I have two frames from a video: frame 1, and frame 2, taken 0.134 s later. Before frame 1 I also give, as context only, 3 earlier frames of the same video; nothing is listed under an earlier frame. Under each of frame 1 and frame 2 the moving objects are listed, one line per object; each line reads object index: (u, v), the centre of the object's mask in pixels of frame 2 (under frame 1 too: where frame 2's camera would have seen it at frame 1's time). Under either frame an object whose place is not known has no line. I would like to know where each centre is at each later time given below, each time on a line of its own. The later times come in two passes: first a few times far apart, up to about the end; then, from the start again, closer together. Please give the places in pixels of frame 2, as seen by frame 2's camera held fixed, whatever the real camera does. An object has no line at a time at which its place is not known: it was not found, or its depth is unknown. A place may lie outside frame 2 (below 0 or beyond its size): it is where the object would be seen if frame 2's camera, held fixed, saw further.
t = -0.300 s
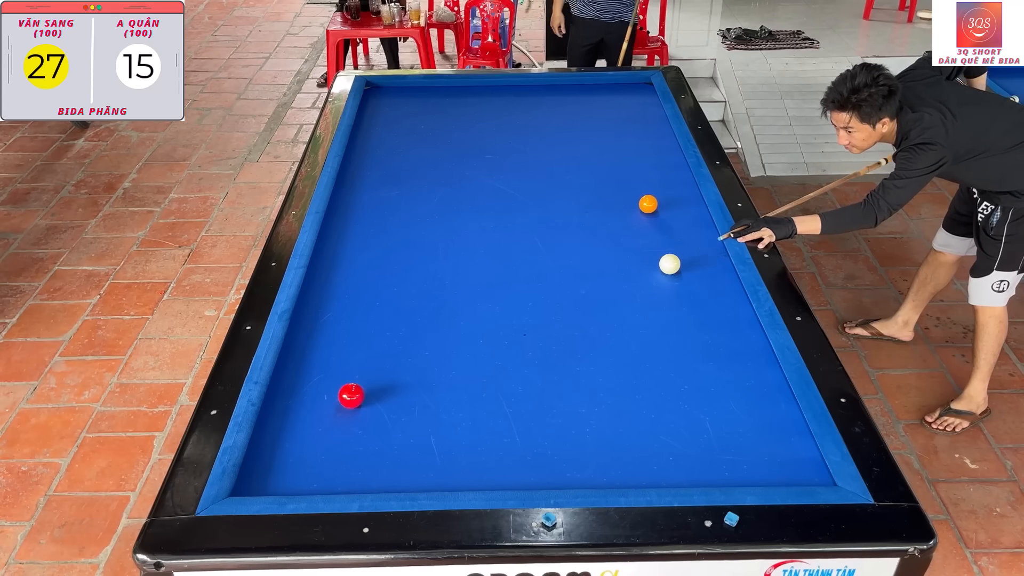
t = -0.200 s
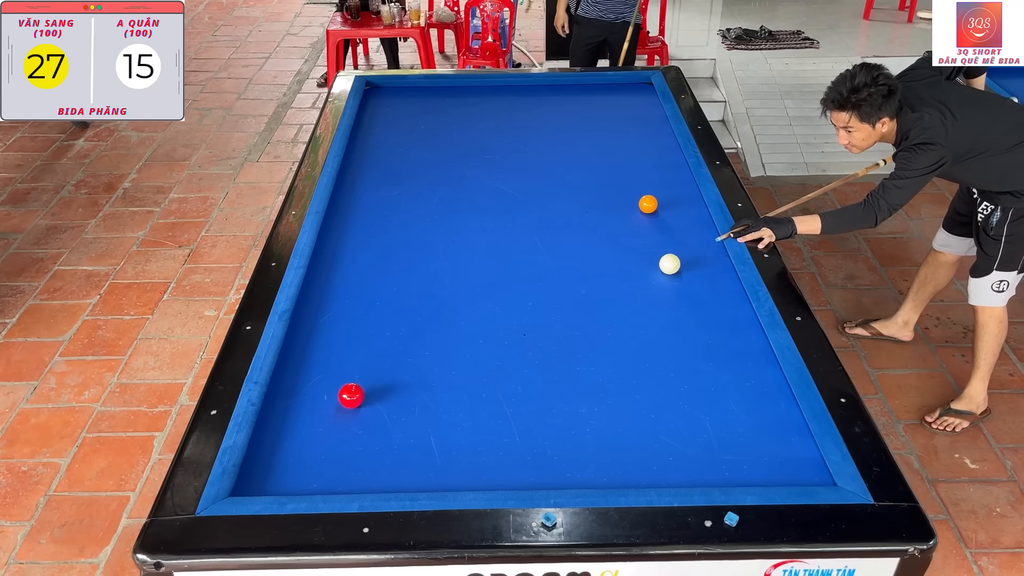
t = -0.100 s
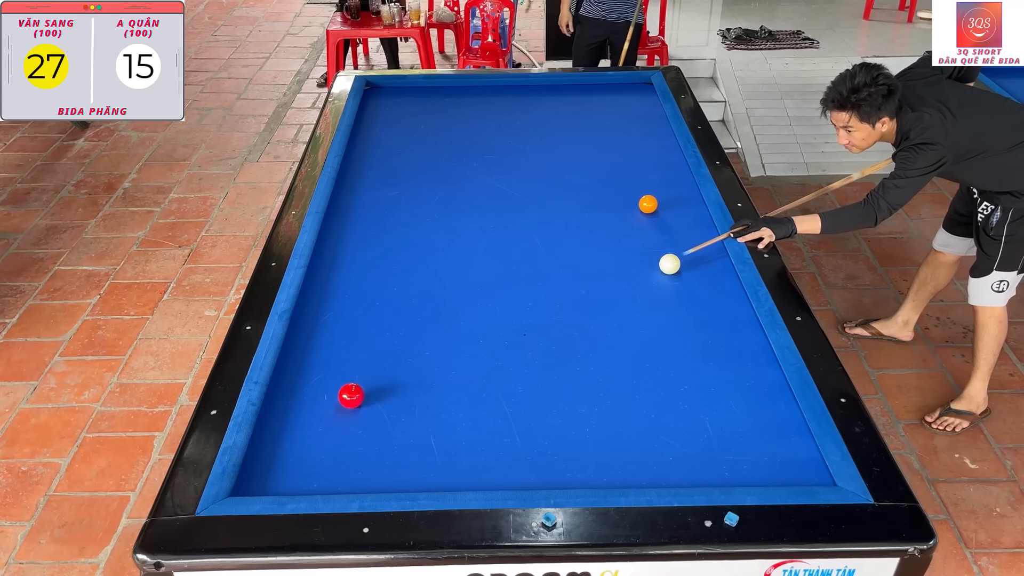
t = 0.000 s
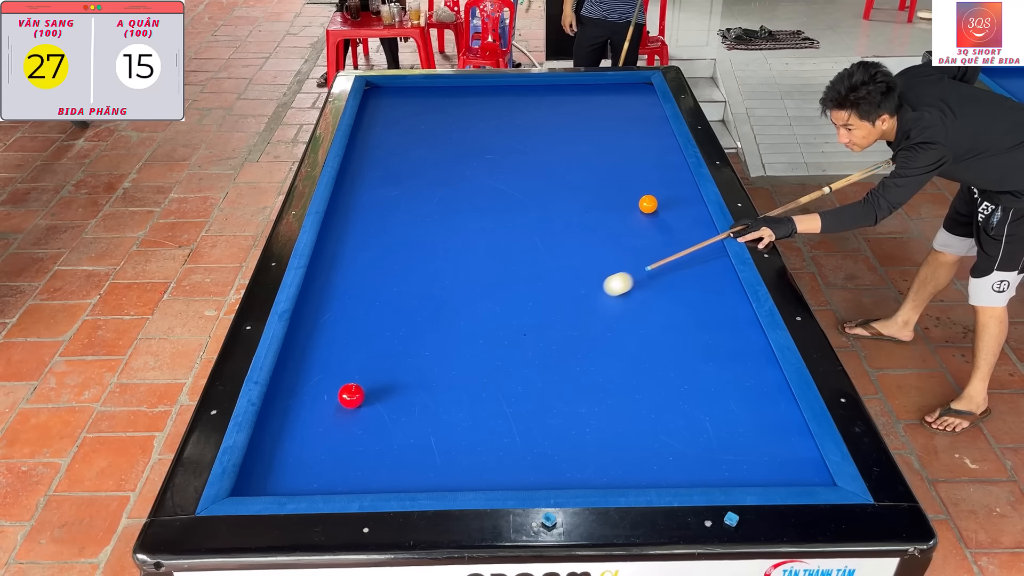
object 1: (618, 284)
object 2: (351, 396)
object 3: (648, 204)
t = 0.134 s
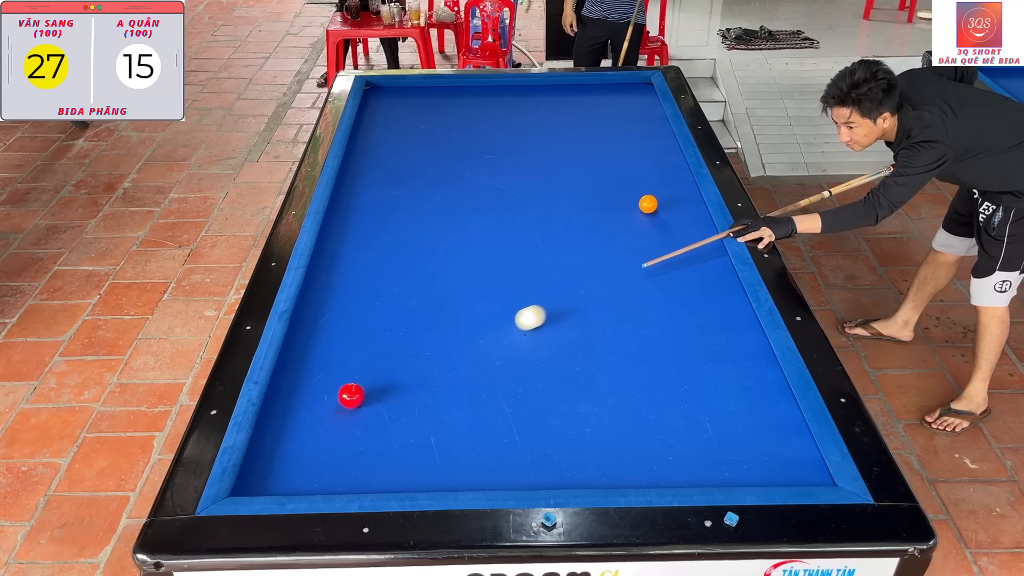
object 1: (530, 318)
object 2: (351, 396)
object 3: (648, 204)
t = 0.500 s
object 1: (311, 370)
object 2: (309, 446)
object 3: (648, 204)
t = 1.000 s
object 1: (412, 326)
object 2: (280, 409)
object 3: (648, 204)
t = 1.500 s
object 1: (502, 292)
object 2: (321, 343)
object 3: (648, 204)
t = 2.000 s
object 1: (580, 262)
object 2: (354, 290)
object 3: (648, 204)
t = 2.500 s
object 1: (649, 237)
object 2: (379, 248)
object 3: (648, 204)
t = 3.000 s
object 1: (696, 216)
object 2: (400, 213)
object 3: (648, 204)
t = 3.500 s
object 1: (664, 208)
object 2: (418, 184)
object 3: (644, 203)
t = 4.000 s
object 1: (658, 206)
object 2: (433, 160)
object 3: (624, 199)
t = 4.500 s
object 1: (655, 204)
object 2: (446, 139)
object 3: (606, 195)
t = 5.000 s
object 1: (654, 204)
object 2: (456, 121)
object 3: (592, 193)
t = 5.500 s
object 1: (654, 204)
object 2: (464, 106)
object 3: (581, 191)
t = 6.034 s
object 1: (654, 204)
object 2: (471, 92)
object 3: (574, 189)
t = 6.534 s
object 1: (654, 204)
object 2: (477, 85)
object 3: (571, 189)
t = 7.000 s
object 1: (654, 204)
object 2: (481, 90)
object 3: (570, 189)
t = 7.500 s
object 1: (654, 204)
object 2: (484, 95)
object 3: (570, 189)
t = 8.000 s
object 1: (654, 204)
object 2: (488, 100)
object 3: (570, 189)
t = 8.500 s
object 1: (654, 204)
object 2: (491, 104)
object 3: (570, 189)
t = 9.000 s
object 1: (654, 204)
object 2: (495, 106)
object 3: (570, 189)
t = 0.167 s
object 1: (508, 326)
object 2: (351, 396)
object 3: (648, 204)
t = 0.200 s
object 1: (485, 335)
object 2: (351, 396)
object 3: (648, 204)
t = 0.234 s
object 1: (462, 344)
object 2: (351, 396)
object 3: (648, 204)
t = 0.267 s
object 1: (439, 353)
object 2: (351, 396)
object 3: (648, 204)
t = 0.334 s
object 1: (392, 370)
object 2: (351, 396)
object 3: (648, 204)
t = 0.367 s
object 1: (369, 378)
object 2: (351, 396)
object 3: (648, 204)
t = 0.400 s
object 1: (352, 378)
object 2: (342, 407)
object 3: (648, 204)
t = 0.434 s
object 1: (338, 375)
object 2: (331, 420)
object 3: (648, 204)
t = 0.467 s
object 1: (325, 373)
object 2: (320, 433)
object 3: (648, 204)
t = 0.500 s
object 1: (311, 370)
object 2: (309, 446)
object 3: (648, 204)
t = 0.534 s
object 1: (297, 369)
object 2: (299, 459)
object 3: (648, 204)
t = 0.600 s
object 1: (299, 363)
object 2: (276, 484)
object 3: (648, 204)
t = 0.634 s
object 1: (312, 359)
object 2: (271, 485)
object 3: (648, 204)
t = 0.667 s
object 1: (325, 356)
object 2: (270, 476)
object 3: (648, 204)
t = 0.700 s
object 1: (336, 352)
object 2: (269, 467)
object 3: (648, 204)
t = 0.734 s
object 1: (347, 349)
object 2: (268, 459)
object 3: (648, 204)
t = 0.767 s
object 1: (357, 346)
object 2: (267, 451)
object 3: (648, 204)
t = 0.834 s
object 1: (376, 340)
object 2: (266, 436)
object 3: (648, 204)
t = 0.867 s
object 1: (384, 337)
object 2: (267, 430)
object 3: (648, 204)
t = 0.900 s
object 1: (392, 334)
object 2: (271, 425)
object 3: (648, 204)
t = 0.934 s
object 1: (399, 331)
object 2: (274, 419)
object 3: (648, 204)
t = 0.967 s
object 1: (406, 329)
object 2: (277, 414)
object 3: (648, 204)
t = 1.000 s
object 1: (412, 326)
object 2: (280, 409)
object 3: (648, 204)
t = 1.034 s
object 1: (419, 324)
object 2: (283, 404)
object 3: (648, 204)
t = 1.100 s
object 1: (432, 319)
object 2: (289, 395)
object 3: (648, 204)
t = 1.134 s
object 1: (438, 317)
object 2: (292, 390)
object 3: (648, 204)
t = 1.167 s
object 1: (444, 314)
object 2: (295, 385)
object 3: (648, 204)
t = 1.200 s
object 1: (450, 312)
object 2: (298, 381)
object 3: (648, 204)
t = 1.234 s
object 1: (456, 310)
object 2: (301, 376)
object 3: (648, 204)
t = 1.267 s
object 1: (462, 307)
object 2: (303, 372)
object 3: (648, 204)
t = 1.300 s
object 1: (468, 305)
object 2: (306, 367)
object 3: (648, 204)
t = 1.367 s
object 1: (480, 300)
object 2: (311, 359)
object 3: (648, 204)
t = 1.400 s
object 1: (486, 298)
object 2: (314, 355)
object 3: (648, 204)
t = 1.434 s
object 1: (491, 296)
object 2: (316, 351)
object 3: (648, 204)
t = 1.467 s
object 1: (497, 294)
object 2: (319, 346)
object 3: (648, 204)
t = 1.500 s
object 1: (502, 292)
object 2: (321, 343)
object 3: (648, 204)
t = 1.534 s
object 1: (508, 290)
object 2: (324, 339)
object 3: (648, 204)
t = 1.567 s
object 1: (513, 288)
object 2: (326, 335)
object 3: (648, 204)
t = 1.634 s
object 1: (524, 283)
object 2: (330, 327)
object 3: (648, 204)
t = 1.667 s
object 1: (529, 281)
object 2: (333, 324)
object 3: (648, 204)
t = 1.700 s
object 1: (535, 279)
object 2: (335, 320)
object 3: (648, 204)
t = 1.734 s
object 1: (540, 277)
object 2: (337, 316)
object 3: (648, 204)
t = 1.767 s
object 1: (545, 275)
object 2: (339, 313)
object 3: (648, 204)
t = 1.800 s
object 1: (550, 274)
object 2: (342, 310)
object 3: (648, 204)
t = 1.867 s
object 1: (560, 270)
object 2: (346, 303)
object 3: (648, 204)
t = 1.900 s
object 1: (565, 268)
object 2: (348, 300)
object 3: (648, 204)
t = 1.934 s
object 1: (570, 266)
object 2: (350, 296)
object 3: (648, 204)
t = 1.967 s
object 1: (575, 264)
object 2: (352, 293)
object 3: (648, 204)
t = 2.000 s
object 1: (580, 262)
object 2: (354, 290)
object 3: (648, 204)
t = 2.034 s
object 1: (585, 260)
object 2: (356, 287)
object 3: (648, 204)
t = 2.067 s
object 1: (590, 259)
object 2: (358, 284)
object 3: (648, 204)
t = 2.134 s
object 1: (599, 255)
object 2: (361, 278)
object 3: (648, 204)
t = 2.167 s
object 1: (604, 253)
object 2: (363, 275)
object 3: (648, 204)
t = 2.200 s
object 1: (608, 252)
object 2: (365, 272)
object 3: (648, 204)
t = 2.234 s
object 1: (613, 250)
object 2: (366, 269)
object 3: (648, 204)
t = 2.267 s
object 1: (618, 248)
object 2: (368, 266)
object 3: (648, 204)
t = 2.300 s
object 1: (622, 246)
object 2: (370, 264)
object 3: (648, 204)
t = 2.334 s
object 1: (627, 245)
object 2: (371, 261)
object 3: (648, 204)
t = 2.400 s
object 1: (636, 241)
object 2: (375, 256)
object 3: (648, 204)
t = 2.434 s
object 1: (640, 240)
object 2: (376, 253)
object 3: (648, 204)
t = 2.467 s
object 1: (644, 238)
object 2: (378, 250)
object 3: (648, 204)
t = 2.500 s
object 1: (649, 237)
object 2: (379, 248)
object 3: (648, 204)
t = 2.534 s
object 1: (653, 235)
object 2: (381, 245)
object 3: (648, 204)
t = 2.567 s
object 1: (657, 234)
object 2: (382, 243)
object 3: (648, 204)
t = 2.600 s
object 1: (661, 232)
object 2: (384, 240)
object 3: (648, 204)
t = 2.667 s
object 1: (670, 229)
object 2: (387, 235)
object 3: (648, 204)
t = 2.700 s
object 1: (674, 227)
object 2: (388, 233)
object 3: (648, 204)
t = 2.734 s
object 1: (678, 226)
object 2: (389, 231)
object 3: (648, 204)
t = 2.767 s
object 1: (682, 224)
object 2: (391, 228)
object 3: (648, 204)
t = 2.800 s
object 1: (686, 223)
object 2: (392, 226)
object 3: (648, 204)
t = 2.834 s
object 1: (690, 221)
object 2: (394, 224)
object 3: (648, 204)
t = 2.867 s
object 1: (694, 220)
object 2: (395, 222)
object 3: (648, 204)
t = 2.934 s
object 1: (702, 217)
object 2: (398, 217)
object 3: (648, 204)
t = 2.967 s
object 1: (700, 216)
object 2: (399, 215)
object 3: (648, 204)
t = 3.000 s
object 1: (696, 216)
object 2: (400, 213)
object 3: (648, 204)
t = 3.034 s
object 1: (693, 215)
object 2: (402, 211)
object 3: (648, 204)
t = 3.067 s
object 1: (690, 215)
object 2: (403, 209)
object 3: (648, 204)
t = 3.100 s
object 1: (687, 214)
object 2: (404, 207)
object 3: (648, 204)
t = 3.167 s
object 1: (683, 213)
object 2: (406, 203)
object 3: (648, 204)
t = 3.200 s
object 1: (681, 212)
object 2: (408, 201)
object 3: (648, 204)
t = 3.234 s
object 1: (678, 212)
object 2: (409, 199)
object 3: (648, 204)
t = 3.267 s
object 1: (676, 211)
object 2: (410, 197)
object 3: (648, 204)
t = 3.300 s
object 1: (674, 211)
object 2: (411, 195)
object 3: (648, 204)
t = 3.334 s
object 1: (672, 210)
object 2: (412, 193)
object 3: (648, 204)
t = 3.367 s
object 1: (669, 209)
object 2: (413, 191)
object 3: (648, 204)
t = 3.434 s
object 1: (665, 208)
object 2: (416, 188)
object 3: (647, 204)
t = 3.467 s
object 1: (665, 208)
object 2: (417, 186)
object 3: (646, 204)
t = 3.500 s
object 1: (664, 208)
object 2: (418, 184)
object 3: (644, 203)
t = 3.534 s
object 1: (664, 208)
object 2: (419, 182)
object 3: (643, 203)
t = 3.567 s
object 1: (663, 208)
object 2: (420, 180)
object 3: (641, 203)
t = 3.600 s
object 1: (663, 208)
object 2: (421, 179)
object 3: (640, 202)
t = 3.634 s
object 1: (663, 207)
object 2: (422, 177)
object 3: (638, 202)
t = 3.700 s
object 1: (662, 207)
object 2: (424, 174)
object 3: (636, 201)
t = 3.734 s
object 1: (661, 207)
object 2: (425, 172)
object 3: (634, 201)
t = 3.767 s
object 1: (661, 207)
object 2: (426, 170)
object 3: (633, 201)
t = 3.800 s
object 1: (660, 207)
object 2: (427, 169)
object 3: (631, 201)
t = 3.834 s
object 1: (660, 206)
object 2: (428, 167)
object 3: (630, 200)
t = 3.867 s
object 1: (660, 206)
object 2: (429, 166)
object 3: (629, 200)
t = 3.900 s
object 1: (659, 206)
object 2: (430, 164)
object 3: (627, 200)
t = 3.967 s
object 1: (659, 206)
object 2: (432, 161)
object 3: (625, 199)
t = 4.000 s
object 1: (658, 206)
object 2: (433, 160)
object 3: (624, 199)
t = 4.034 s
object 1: (658, 206)
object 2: (434, 158)
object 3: (623, 199)
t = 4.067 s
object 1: (658, 205)
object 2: (435, 157)
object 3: (621, 198)
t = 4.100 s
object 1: (657, 205)
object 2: (435, 155)
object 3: (620, 198)
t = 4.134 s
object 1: (657, 205)
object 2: (436, 154)
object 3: (619, 198)
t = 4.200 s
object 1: (657, 205)
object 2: (438, 151)
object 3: (616, 197)
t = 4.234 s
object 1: (656, 205)
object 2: (439, 149)
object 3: (615, 197)
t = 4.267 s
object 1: (656, 205)
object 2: (440, 148)
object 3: (614, 197)
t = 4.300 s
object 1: (656, 205)
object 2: (441, 147)
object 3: (613, 197)
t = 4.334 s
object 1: (656, 205)
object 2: (442, 145)
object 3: (612, 196)
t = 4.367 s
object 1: (655, 205)
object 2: (442, 144)
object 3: (611, 196)
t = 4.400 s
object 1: (655, 204)
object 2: (443, 143)
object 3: (610, 196)
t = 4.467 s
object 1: (655, 204)
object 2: (445, 140)
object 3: (608, 196)
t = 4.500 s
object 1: (655, 204)
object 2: (446, 139)
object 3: (606, 195)
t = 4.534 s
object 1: (655, 204)
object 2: (446, 138)
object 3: (605, 195)
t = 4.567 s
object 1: (654, 204)
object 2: (447, 136)
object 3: (604, 195)
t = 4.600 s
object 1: (654, 204)
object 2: (448, 135)
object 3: (603, 195)
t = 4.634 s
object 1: (654, 204)
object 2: (448, 134)
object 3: (602, 195)
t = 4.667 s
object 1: (654, 204)
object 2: (449, 133)
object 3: (601, 194)
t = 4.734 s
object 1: (654, 204)
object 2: (451, 130)
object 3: (600, 194)
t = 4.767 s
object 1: (654, 204)
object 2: (451, 129)
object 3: (598, 194)
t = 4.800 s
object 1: (654, 204)
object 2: (452, 128)
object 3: (598, 194)
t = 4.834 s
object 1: (654, 204)
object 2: (453, 127)
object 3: (597, 194)
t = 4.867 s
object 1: (654, 204)
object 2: (453, 125)
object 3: (596, 193)
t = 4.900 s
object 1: (654, 204)
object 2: (454, 124)
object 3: (595, 193)
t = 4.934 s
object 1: (654, 204)
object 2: (455, 123)
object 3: (594, 193)
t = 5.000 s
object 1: (654, 204)
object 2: (456, 121)
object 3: (592, 193)
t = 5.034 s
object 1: (654, 204)
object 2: (456, 120)
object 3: (591, 192)
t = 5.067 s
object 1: (654, 204)
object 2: (457, 119)
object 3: (591, 192)
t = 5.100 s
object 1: (654, 204)
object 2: (458, 118)
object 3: (590, 192)
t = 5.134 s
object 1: (654, 204)
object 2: (458, 117)
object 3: (589, 192)
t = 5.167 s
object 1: (654, 204)
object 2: (459, 116)
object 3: (588, 192)
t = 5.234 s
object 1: (654, 204)
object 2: (460, 114)
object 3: (587, 192)
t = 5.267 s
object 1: (654, 204)
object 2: (460, 113)
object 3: (586, 191)
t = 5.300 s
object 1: (654, 204)
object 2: (461, 112)
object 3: (585, 191)
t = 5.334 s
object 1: (654, 204)
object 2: (461, 111)
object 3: (585, 191)
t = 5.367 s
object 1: (654, 204)
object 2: (462, 110)
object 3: (584, 191)
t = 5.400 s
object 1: (654, 204)
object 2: (462, 109)
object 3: (583, 191)
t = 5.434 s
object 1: (654, 204)
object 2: (463, 108)
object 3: (583, 191)
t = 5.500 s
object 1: (654, 204)
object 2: (464, 106)
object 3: (581, 191)
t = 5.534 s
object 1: (654, 204)
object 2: (464, 105)
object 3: (581, 190)
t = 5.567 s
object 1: (654, 204)
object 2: (465, 104)
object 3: (580, 190)
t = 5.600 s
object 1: (654, 204)
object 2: (465, 103)
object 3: (580, 190)
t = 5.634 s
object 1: (654, 204)
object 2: (466, 102)
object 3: (579, 190)
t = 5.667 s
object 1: (654, 204)
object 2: (466, 101)
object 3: (579, 190)
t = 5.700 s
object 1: (654, 204)
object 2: (467, 100)
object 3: (578, 190)
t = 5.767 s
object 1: (654, 204)
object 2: (468, 99)
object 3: (577, 190)
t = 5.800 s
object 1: (654, 204)
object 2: (468, 98)
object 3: (577, 190)
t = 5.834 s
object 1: (654, 204)
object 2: (469, 97)
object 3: (576, 190)
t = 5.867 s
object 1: (654, 204)
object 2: (469, 96)
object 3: (576, 189)
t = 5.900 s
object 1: (654, 204)
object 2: (469, 95)
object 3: (576, 189)
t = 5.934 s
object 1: (654, 204)
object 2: (470, 94)
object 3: (575, 189)
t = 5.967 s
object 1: (654, 204)
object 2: (470, 94)
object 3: (575, 189)
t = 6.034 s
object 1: (654, 204)
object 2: (471, 92)
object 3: (574, 189)
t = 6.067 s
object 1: (654, 204)
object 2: (472, 91)
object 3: (574, 189)
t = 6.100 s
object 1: (654, 204)
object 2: (472, 90)
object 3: (574, 189)
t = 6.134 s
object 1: (654, 204)
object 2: (472, 89)
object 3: (573, 189)
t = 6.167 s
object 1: (654, 204)
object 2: (473, 89)
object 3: (573, 189)
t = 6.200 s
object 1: (654, 204)
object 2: (473, 88)
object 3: (573, 189)
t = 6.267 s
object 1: (654, 204)
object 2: (474, 87)
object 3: (572, 189)
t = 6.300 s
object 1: (654, 204)
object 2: (475, 86)
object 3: (572, 189)
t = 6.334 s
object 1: (654, 204)
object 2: (475, 85)
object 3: (572, 189)
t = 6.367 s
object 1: (654, 204)
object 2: (476, 84)
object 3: (572, 189)
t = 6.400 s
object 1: (654, 204)
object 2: (476, 83)
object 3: (571, 189)
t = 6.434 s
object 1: (654, 204)
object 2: (476, 83)
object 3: (571, 189)
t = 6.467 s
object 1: (654, 204)
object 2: (476, 84)
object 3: (571, 189)
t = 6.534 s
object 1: (654, 204)
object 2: (477, 85)
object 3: (571, 189)
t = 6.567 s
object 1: (654, 204)
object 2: (477, 85)
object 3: (571, 189)
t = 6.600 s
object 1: (654, 204)
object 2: (477, 86)
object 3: (570, 189)
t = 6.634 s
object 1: (654, 204)
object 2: (478, 86)
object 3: (570, 189)
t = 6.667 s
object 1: (654, 204)
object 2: (478, 87)
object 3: (570, 189)
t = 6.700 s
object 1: (654, 204)
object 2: (478, 87)
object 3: (570, 189)
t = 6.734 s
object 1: (654, 204)
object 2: (479, 87)
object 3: (570, 189)
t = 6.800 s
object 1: (654, 204)
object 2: (479, 88)
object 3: (570, 189)
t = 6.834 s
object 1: (654, 204)
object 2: (479, 88)
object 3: (570, 189)
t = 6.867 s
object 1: (654, 204)
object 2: (480, 89)
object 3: (570, 189)
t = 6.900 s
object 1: (654, 204)
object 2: (480, 89)
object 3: (570, 189)
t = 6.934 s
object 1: (654, 204)
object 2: (480, 90)
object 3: (570, 189)
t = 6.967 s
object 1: (654, 204)
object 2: (480, 90)
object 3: (570, 189)
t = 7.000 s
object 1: (654, 204)
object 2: (481, 90)
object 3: (570, 189)
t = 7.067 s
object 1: (654, 204)
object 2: (481, 91)
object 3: (570, 189)
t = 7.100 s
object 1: (654, 204)
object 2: (481, 91)
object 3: (570, 189)
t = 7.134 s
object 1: (654, 204)
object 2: (482, 92)
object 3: (570, 189)
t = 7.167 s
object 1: (654, 204)
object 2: (482, 92)
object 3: (570, 189)
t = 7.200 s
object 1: (654, 204)
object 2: (482, 93)
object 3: (570, 189)
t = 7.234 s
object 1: (654, 204)
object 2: (482, 93)
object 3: (570, 189)
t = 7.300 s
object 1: (654, 204)
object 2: (483, 94)
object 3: (570, 189)
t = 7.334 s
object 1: (654, 204)
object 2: (483, 94)
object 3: (570, 189)
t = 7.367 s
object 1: (654, 204)
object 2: (483, 94)
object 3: (570, 189)
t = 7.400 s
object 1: (654, 204)
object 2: (484, 95)
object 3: (570, 189)
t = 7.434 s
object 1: (654, 204)
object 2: (484, 95)
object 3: (570, 189)
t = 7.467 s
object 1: (654, 204)
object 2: (484, 95)
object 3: (570, 189)
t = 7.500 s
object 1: (654, 204)
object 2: (484, 95)
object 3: (570, 189)
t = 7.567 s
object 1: (654, 204)
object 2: (485, 96)
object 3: (570, 189)
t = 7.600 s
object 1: (654, 204)
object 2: (485, 96)
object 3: (570, 189)
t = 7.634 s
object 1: (654, 204)
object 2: (485, 97)
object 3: (570, 189)
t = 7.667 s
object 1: (654, 204)
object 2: (486, 97)
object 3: (570, 189)
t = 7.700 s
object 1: (654, 204)
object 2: (486, 97)
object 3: (570, 189)
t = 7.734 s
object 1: (654, 204)
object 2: (486, 98)
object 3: (570, 189)
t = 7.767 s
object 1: (654, 204)
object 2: (486, 98)
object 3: (570, 189)
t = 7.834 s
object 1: (654, 204)
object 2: (487, 99)
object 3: (570, 189)
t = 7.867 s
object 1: (654, 204)
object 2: (487, 99)
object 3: (570, 189)
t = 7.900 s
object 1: (654, 204)
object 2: (487, 99)
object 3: (570, 189)
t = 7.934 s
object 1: (654, 204)
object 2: (487, 99)
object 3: (570, 189)
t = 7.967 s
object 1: (654, 204)
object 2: (488, 100)
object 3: (570, 189)
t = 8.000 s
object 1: (654, 204)
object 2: (488, 100)
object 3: (570, 189)
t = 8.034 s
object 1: (654, 204)
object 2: (488, 100)
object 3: (570, 189)
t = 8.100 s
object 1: (654, 204)
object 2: (489, 101)
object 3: (570, 189)
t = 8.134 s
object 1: (654, 204)
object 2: (489, 101)
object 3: (570, 189)
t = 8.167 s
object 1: (654, 204)
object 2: (489, 101)
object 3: (570, 189)
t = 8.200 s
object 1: (654, 204)
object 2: (489, 102)
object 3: (570, 189)
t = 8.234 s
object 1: (654, 204)
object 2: (489, 102)
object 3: (570, 189)
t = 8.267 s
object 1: (654, 204)
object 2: (490, 102)
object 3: (570, 189)
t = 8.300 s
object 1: (654, 204)
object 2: (490, 102)
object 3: (570, 189)
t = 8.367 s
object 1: (654, 204)
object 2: (490, 103)
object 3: (570, 189)
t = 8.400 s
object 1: (654, 204)
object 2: (491, 103)
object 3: (570, 189)
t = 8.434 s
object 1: (654, 204)
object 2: (491, 103)
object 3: (570, 189)
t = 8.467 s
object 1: (654, 204)
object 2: (491, 103)
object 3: (570, 189)
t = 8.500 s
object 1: (654, 204)
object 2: (491, 104)
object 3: (570, 189)
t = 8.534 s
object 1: (654, 204)
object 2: (492, 104)
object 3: (570, 189)
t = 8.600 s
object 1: (654, 204)
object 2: (492, 104)
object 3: (570, 189)
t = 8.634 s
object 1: (654, 204)
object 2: (492, 104)
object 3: (570, 189)
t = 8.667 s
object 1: (654, 204)
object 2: (493, 105)
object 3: (570, 189)
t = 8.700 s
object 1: (654, 204)
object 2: (493, 105)
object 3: (570, 189)
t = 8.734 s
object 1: (654, 204)
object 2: (493, 105)
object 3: (570, 189)
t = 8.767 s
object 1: (654, 204)
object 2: (493, 105)
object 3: (570, 189)
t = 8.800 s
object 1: (654, 204)
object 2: (494, 105)
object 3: (570, 189)
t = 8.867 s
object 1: (654, 204)
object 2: (494, 106)
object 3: (570, 189)
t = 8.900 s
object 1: (654, 204)
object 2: (494, 106)
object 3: (570, 189)
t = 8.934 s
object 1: (654, 204)
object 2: (494, 106)
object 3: (570, 189)
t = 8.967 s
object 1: (654, 204)
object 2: (495, 106)
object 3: (570, 189)
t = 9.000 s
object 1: (654, 204)
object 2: (495, 106)
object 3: (570, 189)
